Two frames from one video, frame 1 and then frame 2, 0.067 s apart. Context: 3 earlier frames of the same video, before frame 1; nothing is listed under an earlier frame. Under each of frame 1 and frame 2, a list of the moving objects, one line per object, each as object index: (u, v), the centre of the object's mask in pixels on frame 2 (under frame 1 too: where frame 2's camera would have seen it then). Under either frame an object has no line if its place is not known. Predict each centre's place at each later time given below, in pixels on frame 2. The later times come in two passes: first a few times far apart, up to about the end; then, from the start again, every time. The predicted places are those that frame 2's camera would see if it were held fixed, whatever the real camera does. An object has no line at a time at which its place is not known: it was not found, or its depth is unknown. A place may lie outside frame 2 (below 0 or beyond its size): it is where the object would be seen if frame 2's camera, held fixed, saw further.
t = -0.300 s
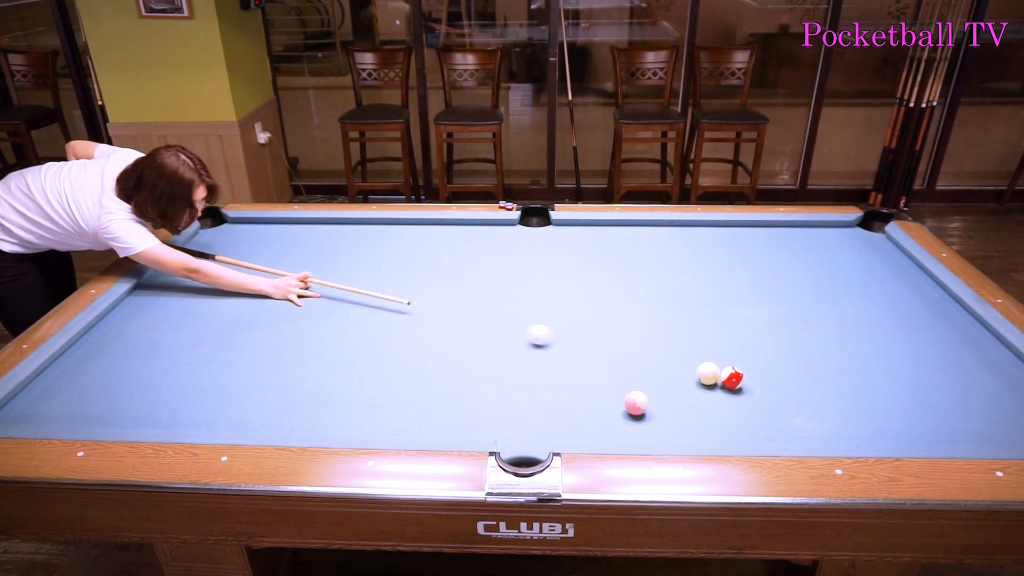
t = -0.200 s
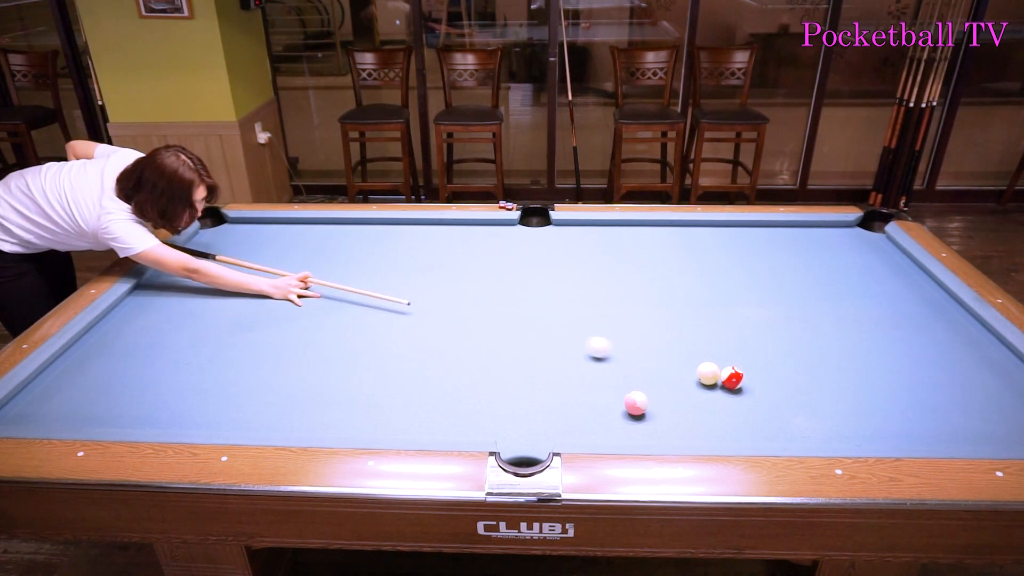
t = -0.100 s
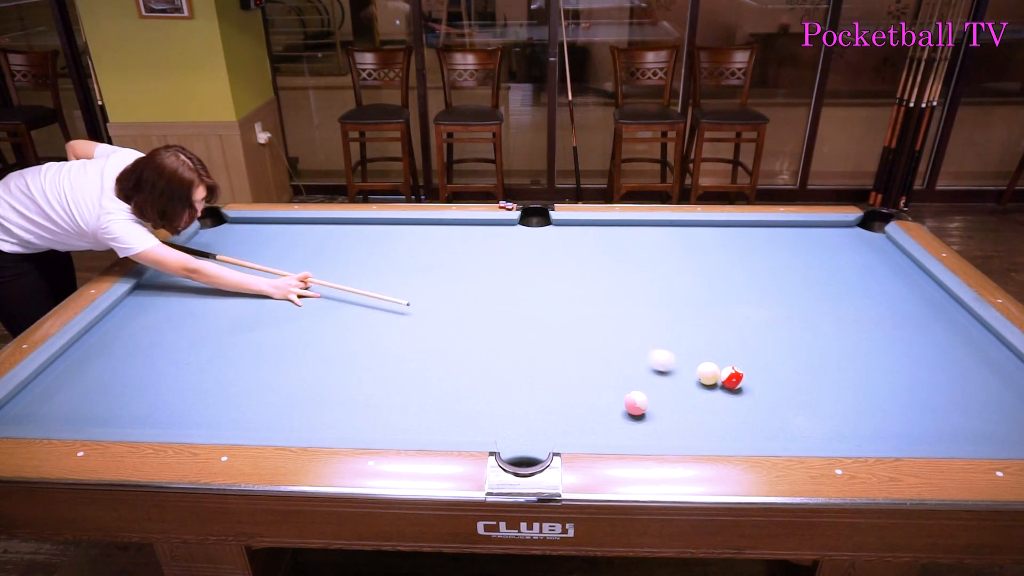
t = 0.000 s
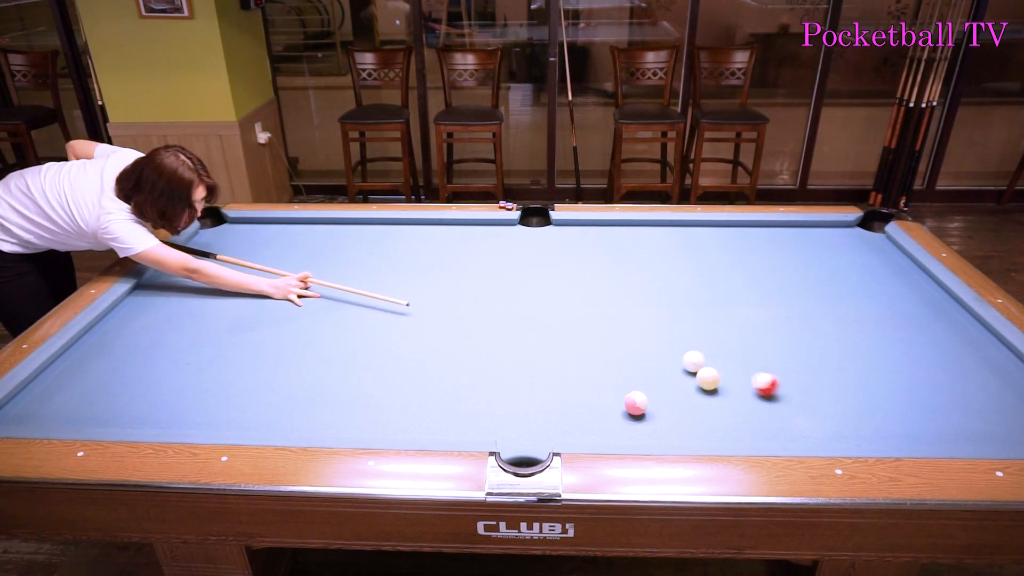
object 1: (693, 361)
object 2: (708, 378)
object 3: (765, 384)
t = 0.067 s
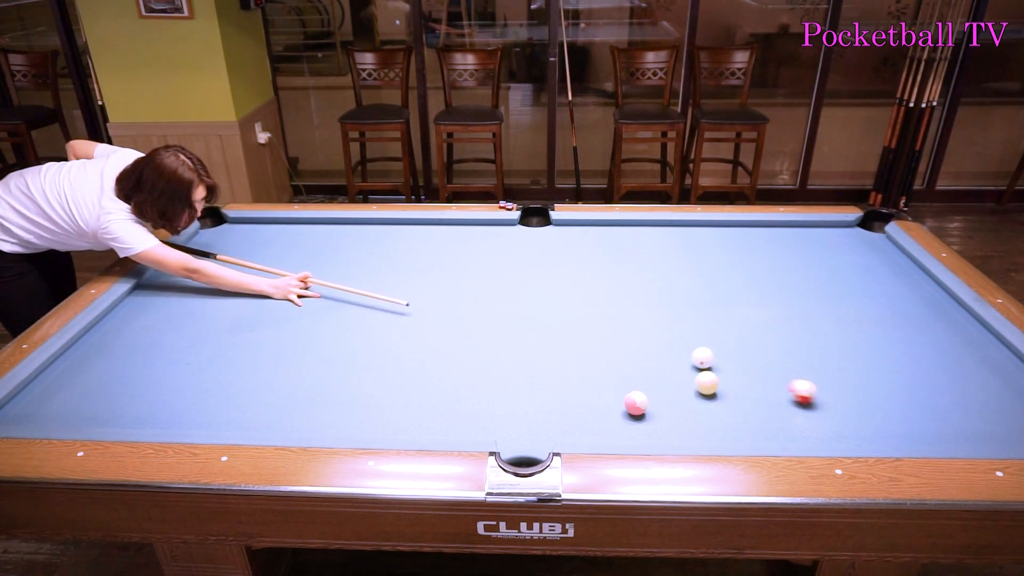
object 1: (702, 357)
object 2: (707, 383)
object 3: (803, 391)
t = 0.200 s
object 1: (728, 353)
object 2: (704, 392)
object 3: (870, 405)
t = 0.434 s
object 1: (777, 348)
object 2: (700, 407)
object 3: (981, 427)
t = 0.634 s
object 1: (817, 344)
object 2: (697, 420)
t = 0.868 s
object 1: (862, 340)
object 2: (693, 432)
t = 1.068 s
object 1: (897, 336)
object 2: (687, 431)
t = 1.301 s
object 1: (938, 332)
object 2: (681, 426)
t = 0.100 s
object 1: (708, 356)
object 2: (706, 385)
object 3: (820, 396)
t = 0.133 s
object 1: (714, 355)
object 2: (705, 387)
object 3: (836, 398)
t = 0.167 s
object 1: (721, 354)
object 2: (705, 389)
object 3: (853, 402)
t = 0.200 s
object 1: (728, 353)
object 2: (704, 392)
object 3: (870, 405)
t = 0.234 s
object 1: (735, 353)
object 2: (704, 394)
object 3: (884, 408)
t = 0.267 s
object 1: (742, 352)
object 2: (703, 396)
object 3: (900, 411)
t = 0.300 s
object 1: (749, 351)
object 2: (703, 398)
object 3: (917, 414)
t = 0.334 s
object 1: (756, 350)
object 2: (702, 400)
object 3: (932, 418)
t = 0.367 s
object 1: (763, 350)
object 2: (701, 402)
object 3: (948, 420)
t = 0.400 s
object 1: (770, 349)
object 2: (701, 405)
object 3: (965, 424)
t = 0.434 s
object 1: (777, 348)
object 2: (700, 407)
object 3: (981, 427)
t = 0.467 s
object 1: (784, 348)
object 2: (700, 409)
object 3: (998, 430)
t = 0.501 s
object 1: (791, 347)
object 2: (699, 411)
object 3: (1011, 432)
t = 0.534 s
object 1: (797, 347)
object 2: (699, 413)
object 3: (1019, 434)
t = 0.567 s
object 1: (804, 346)
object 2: (698, 415)
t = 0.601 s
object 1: (810, 345)
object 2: (697, 417)
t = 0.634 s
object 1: (817, 344)
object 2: (697, 420)
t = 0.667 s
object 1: (823, 344)
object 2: (696, 422)
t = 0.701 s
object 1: (830, 343)
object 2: (696, 424)
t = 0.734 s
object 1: (836, 343)
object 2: (695, 426)
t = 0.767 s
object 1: (842, 342)
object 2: (694, 428)
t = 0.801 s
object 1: (849, 341)
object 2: (694, 429)
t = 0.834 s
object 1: (855, 341)
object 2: (693, 431)
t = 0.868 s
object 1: (862, 340)
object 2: (693, 432)
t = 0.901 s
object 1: (867, 339)
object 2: (692, 433)
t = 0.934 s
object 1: (874, 339)
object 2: (691, 434)
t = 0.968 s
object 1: (880, 338)
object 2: (690, 433)
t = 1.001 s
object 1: (886, 338)
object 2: (689, 432)
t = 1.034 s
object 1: (891, 337)
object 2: (688, 432)
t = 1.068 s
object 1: (897, 336)
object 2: (687, 431)
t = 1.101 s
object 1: (903, 336)
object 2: (686, 430)
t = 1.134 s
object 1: (909, 335)
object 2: (685, 430)
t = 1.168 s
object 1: (915, 335)
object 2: (685, 429)
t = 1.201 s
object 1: (921, 334)
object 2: (684, 429)
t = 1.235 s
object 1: (926, 333)
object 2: (683, 428)
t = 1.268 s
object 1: (932, 333)
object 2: (682, 427)
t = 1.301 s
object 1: (938, 332)
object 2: (681, 426)
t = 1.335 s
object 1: (943, 332)
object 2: (681, 425)
